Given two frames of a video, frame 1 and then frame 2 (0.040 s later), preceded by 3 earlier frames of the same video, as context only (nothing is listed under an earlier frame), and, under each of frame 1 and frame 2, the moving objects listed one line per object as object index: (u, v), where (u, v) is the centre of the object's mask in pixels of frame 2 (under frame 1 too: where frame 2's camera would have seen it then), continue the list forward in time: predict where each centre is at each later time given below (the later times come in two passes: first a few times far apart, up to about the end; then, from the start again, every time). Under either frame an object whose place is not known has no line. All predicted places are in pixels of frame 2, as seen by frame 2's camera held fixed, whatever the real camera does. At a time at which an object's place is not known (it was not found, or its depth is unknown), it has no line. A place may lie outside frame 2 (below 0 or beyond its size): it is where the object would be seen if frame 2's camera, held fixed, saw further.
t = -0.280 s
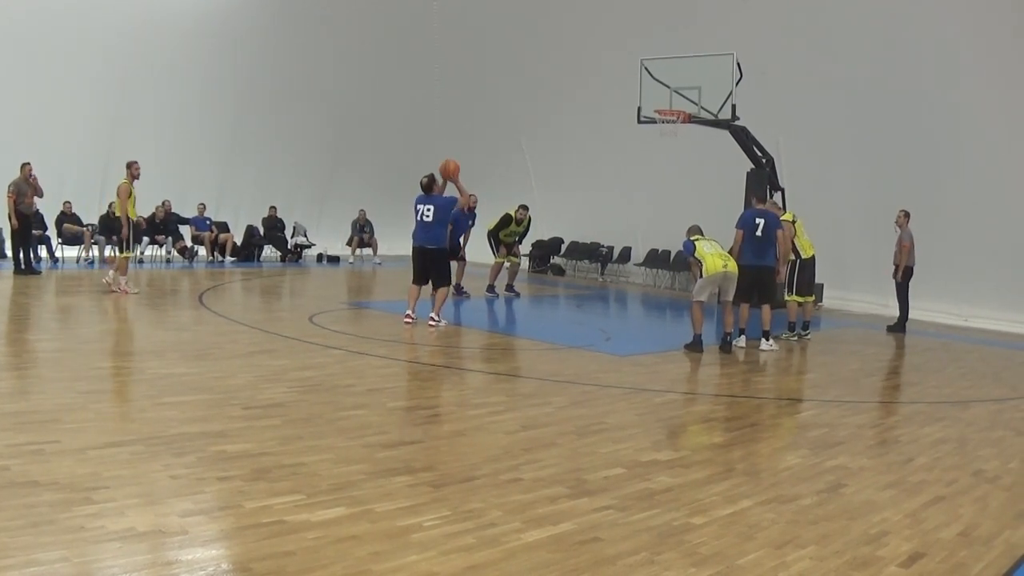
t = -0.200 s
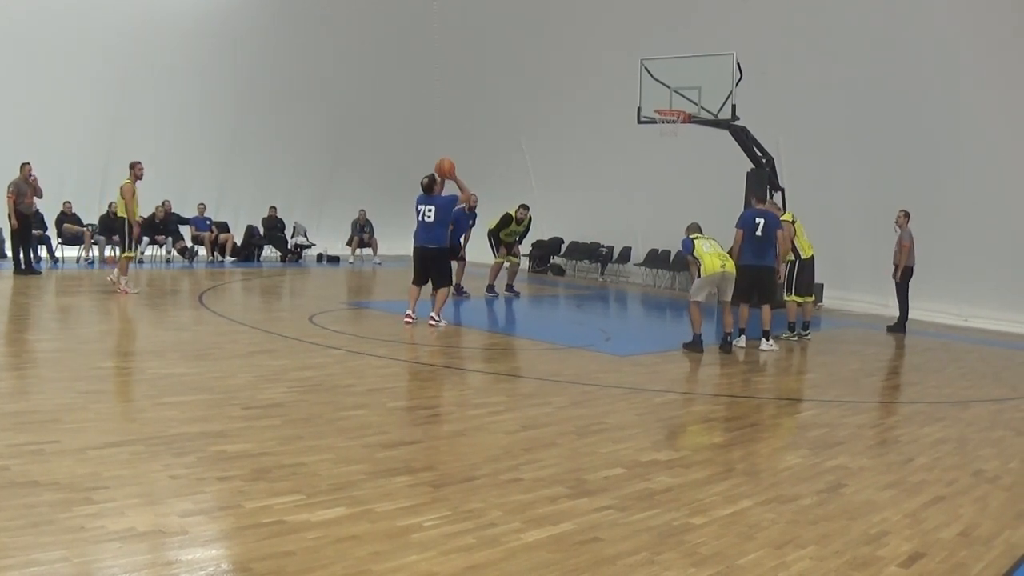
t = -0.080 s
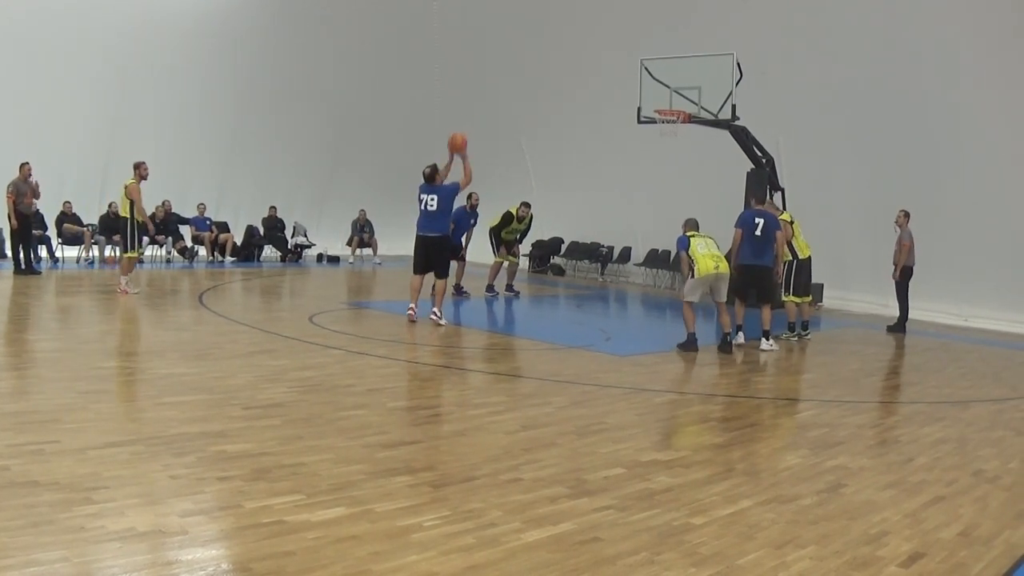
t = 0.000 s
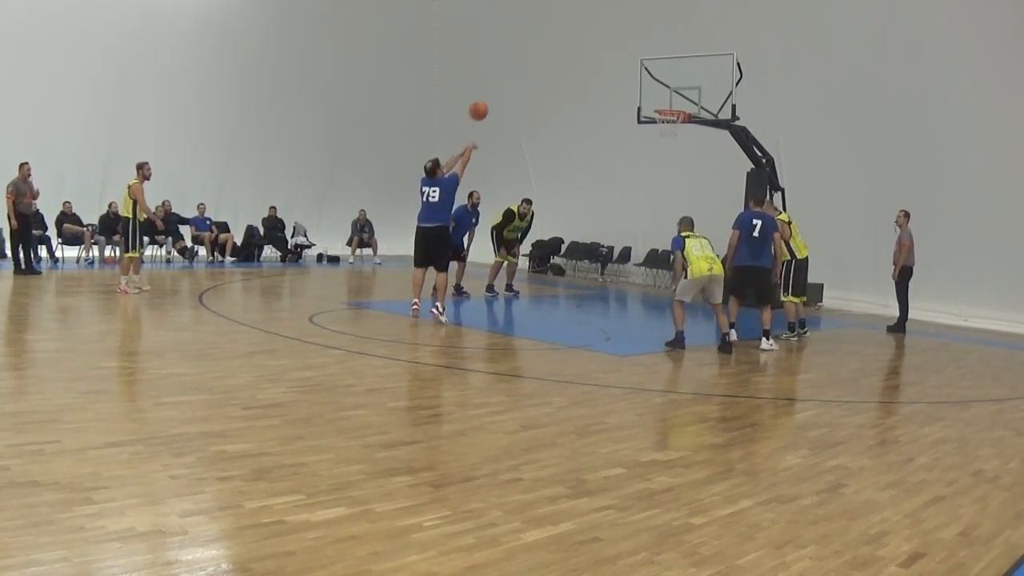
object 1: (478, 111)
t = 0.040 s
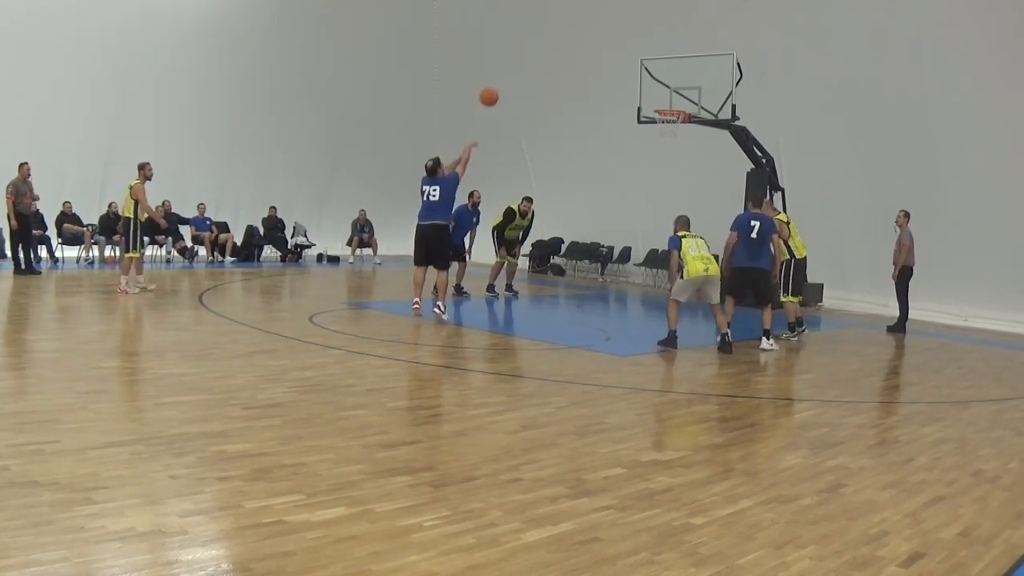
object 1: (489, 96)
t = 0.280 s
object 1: (547, 43)
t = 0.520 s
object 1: (597, 36)
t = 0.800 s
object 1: (645, 77)
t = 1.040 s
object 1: (663, 83)
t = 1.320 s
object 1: (667, 77)
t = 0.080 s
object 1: (499, 84)
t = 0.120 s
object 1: (509, 73)
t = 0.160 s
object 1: (519, 63)
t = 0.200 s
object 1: (529, 56)
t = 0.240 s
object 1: (538, 49)
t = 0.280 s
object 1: (547, 43)
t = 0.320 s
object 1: (556, 39)
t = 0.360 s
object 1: (564, 36)
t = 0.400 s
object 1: (573, 35)
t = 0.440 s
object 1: (581, 34)
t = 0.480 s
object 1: (589, 35)
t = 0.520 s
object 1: (597, 36)
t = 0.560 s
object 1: (604, 39)
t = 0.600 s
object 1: (612, 43)
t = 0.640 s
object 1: (618, 48)
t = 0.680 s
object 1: (625, 53)
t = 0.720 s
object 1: (632, 60)
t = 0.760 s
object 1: (638, 68)
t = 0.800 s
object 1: (645, 77)
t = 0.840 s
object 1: (651, 86)
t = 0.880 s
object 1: (657, 96)
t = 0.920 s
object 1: (660, 100)
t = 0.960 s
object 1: (662, 93)
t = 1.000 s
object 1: (662, 88)
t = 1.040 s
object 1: (663, 83)
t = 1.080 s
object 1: (664, 79)
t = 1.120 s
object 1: (665, 76)
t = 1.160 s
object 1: (665, 74)
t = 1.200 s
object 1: (666, 74)
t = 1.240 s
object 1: (666, 74)
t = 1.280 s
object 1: (666, 75)
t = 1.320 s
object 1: (667, 77)
